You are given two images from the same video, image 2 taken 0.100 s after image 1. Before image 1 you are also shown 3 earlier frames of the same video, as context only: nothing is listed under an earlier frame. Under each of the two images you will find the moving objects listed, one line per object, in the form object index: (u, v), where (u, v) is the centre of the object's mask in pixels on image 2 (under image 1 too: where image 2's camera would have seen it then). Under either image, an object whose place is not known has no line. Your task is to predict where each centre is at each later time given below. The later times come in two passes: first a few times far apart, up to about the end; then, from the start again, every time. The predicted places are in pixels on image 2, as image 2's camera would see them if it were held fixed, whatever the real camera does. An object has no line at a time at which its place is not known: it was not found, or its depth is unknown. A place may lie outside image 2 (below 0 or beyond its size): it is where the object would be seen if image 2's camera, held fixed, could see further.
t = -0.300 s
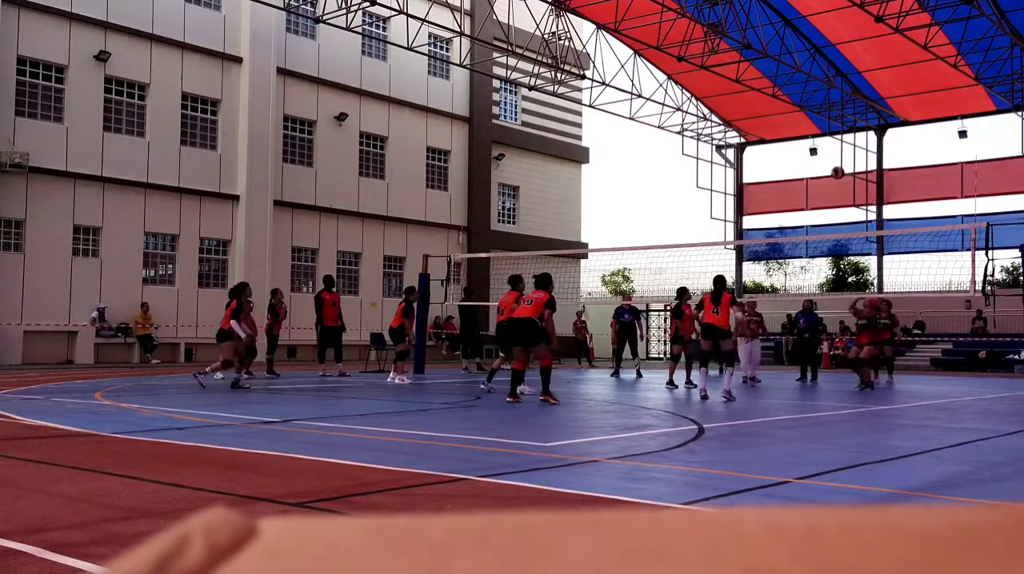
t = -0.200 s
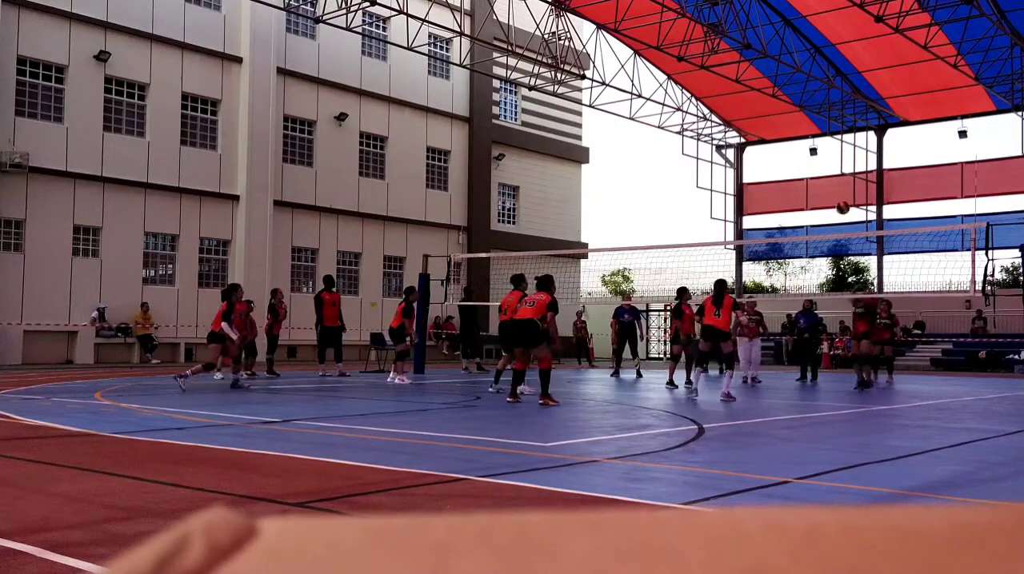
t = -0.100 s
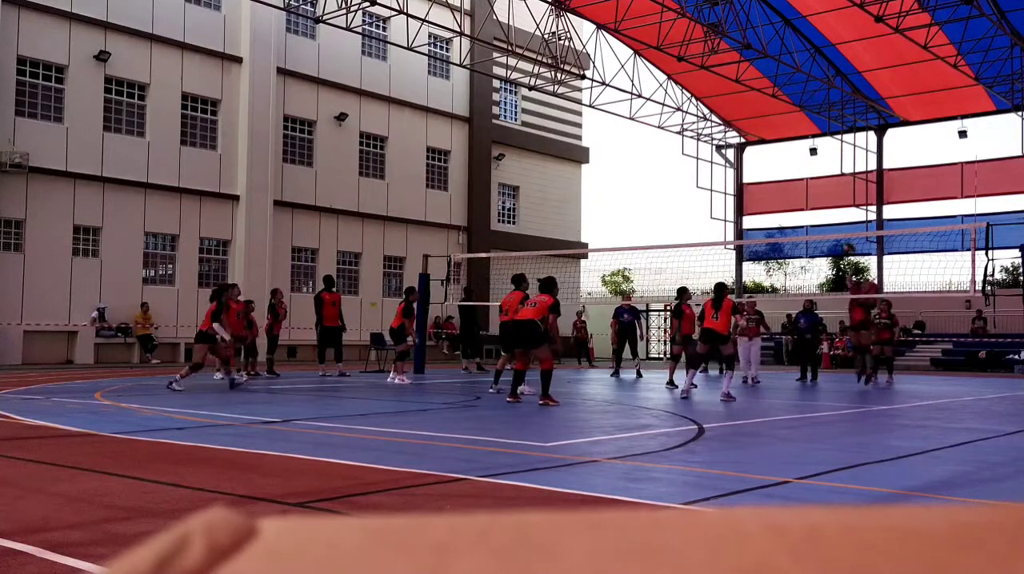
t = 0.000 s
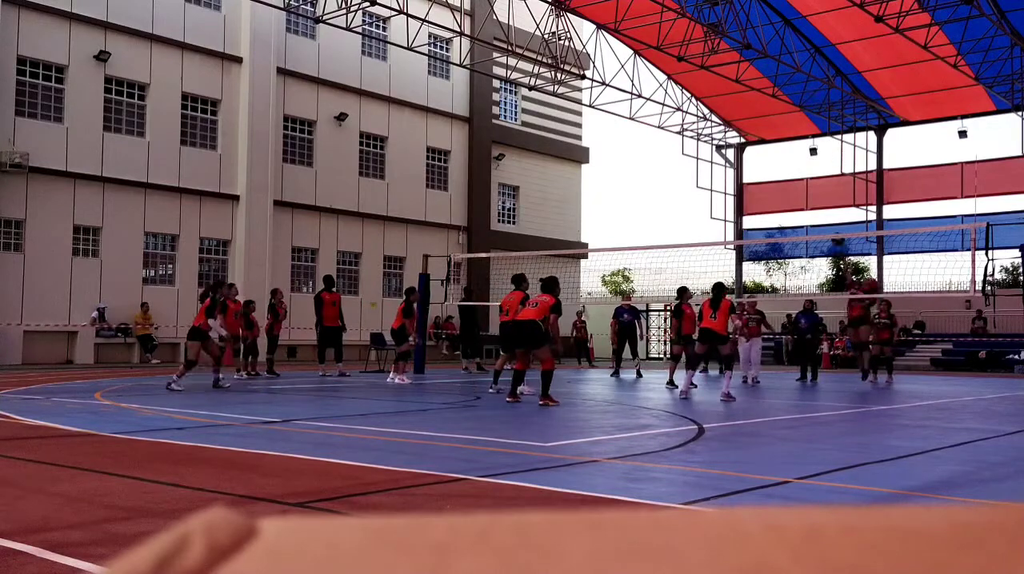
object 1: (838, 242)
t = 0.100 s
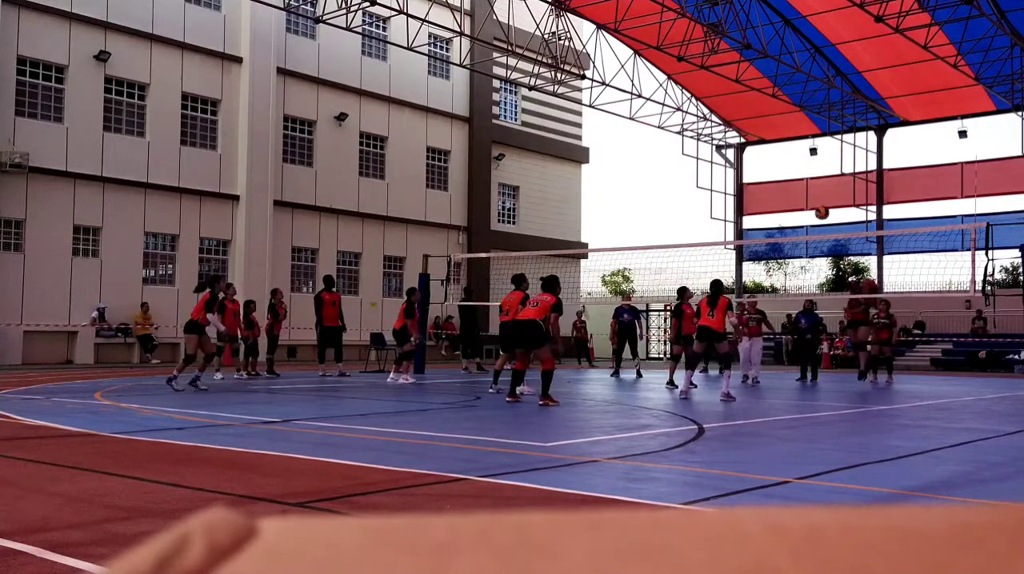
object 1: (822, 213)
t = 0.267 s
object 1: (793, 182)
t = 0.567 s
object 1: (734, 172)
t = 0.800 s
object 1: (679, 216)
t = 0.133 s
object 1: (816, 205)
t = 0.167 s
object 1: (811, 199)
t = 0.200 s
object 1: (805, 193)
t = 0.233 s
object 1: (799, 187)
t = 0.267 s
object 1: (793, 182)
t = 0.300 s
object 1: (787, 178)
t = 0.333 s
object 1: (781, 174)
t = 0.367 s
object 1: (774, 171)
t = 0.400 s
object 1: (768, 169)
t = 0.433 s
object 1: (761, 168)
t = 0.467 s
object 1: (755, 168)
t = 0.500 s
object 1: (748, 168)
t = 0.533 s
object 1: (741, 170)
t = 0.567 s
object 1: (734, 172)
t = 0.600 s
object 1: (727, 175)
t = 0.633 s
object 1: (719, 179)
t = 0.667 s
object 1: (711, 184)
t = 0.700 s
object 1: (704, 191)
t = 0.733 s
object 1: (695, 198)
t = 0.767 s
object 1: (687, 206)
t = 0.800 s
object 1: (679, 216)
